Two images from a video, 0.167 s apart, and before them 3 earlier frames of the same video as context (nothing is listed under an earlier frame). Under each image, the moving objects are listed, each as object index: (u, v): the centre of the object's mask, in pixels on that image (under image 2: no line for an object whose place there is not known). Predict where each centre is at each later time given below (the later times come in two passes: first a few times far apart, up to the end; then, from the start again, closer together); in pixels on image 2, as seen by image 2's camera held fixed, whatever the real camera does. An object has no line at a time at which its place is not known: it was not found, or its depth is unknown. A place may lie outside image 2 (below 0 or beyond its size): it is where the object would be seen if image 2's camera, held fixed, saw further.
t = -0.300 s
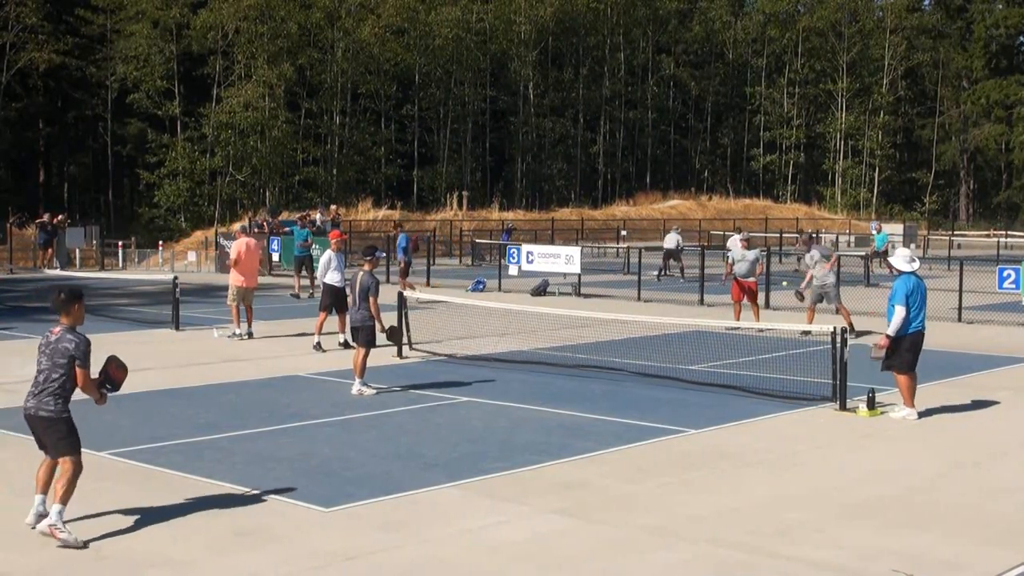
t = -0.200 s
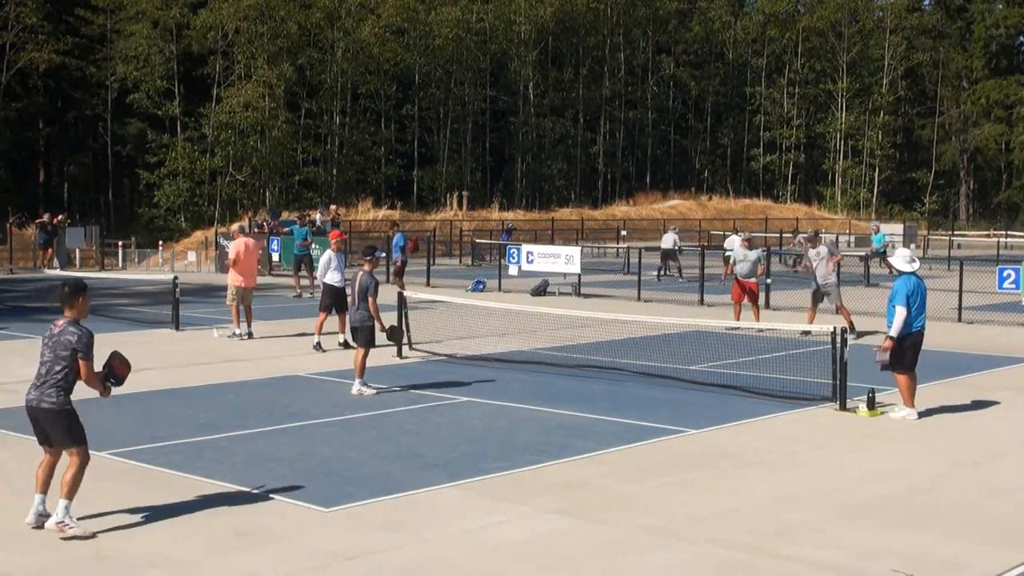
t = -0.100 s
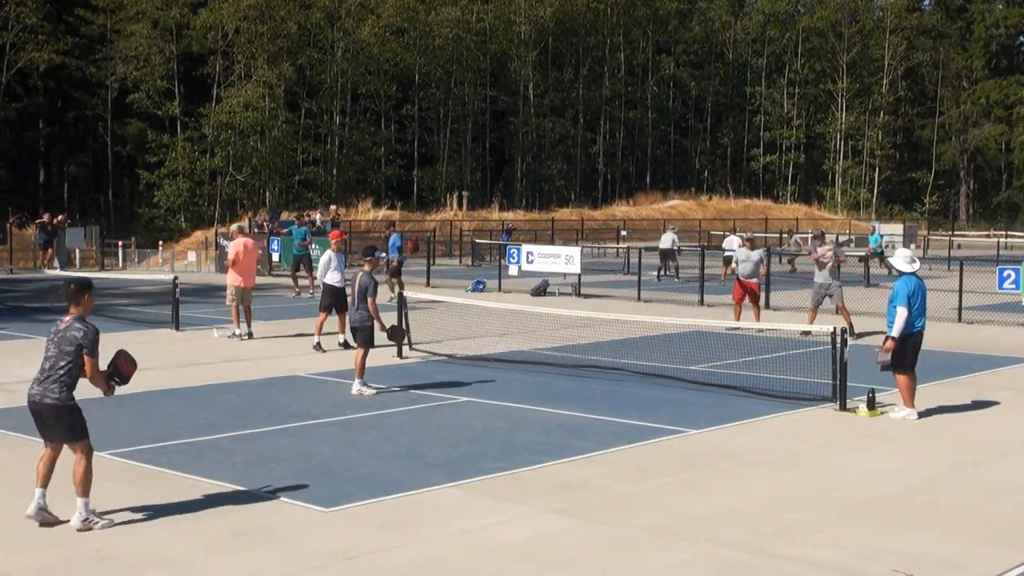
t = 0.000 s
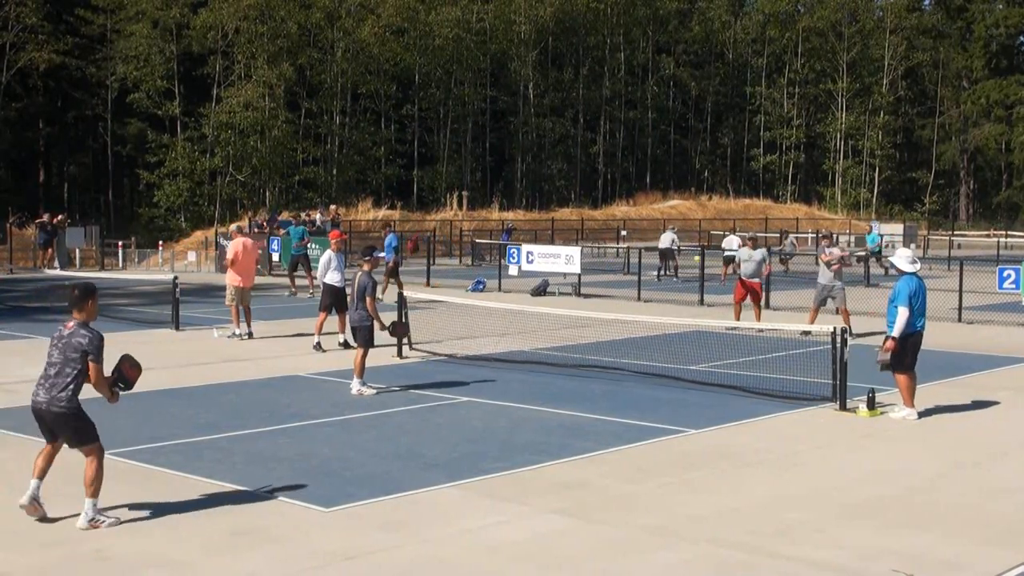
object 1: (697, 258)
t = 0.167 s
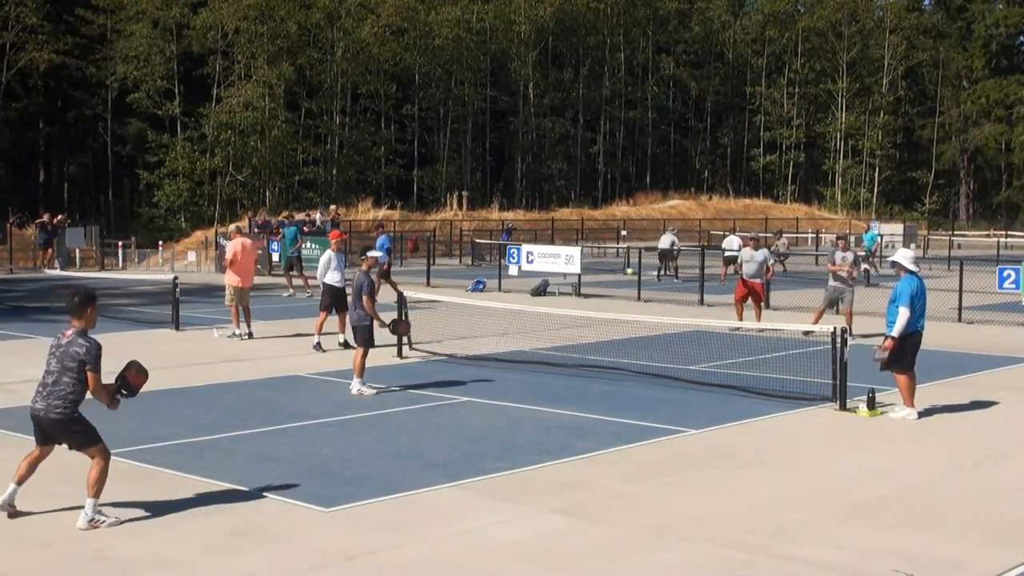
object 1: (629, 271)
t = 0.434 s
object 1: (508, 365)
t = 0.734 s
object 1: (375, 398)
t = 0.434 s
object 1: (508, 365)
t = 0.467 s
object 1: (491, 385)
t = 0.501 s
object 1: (474, 405)
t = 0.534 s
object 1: (457, 425)
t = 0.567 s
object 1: (445, 416)
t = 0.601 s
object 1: (431, 410)
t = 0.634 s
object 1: (417, 404)
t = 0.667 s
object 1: (404, 402)
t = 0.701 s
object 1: (389, 399)
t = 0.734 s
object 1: (375, 398)
